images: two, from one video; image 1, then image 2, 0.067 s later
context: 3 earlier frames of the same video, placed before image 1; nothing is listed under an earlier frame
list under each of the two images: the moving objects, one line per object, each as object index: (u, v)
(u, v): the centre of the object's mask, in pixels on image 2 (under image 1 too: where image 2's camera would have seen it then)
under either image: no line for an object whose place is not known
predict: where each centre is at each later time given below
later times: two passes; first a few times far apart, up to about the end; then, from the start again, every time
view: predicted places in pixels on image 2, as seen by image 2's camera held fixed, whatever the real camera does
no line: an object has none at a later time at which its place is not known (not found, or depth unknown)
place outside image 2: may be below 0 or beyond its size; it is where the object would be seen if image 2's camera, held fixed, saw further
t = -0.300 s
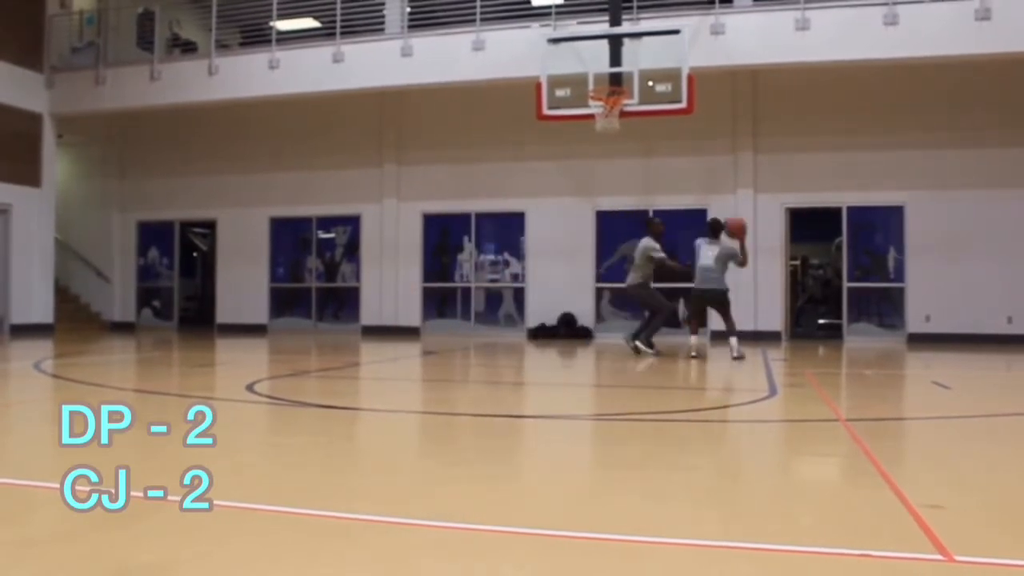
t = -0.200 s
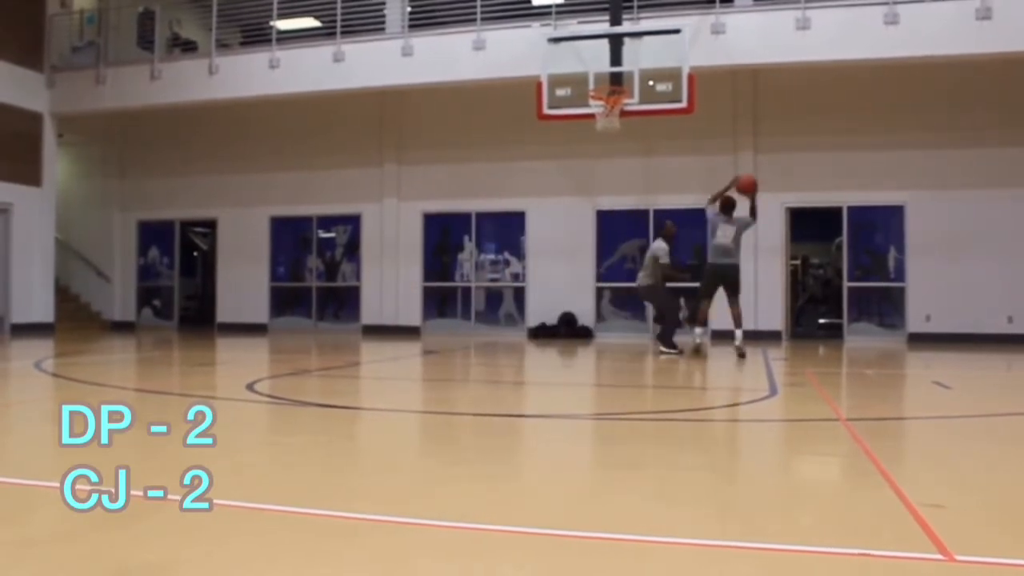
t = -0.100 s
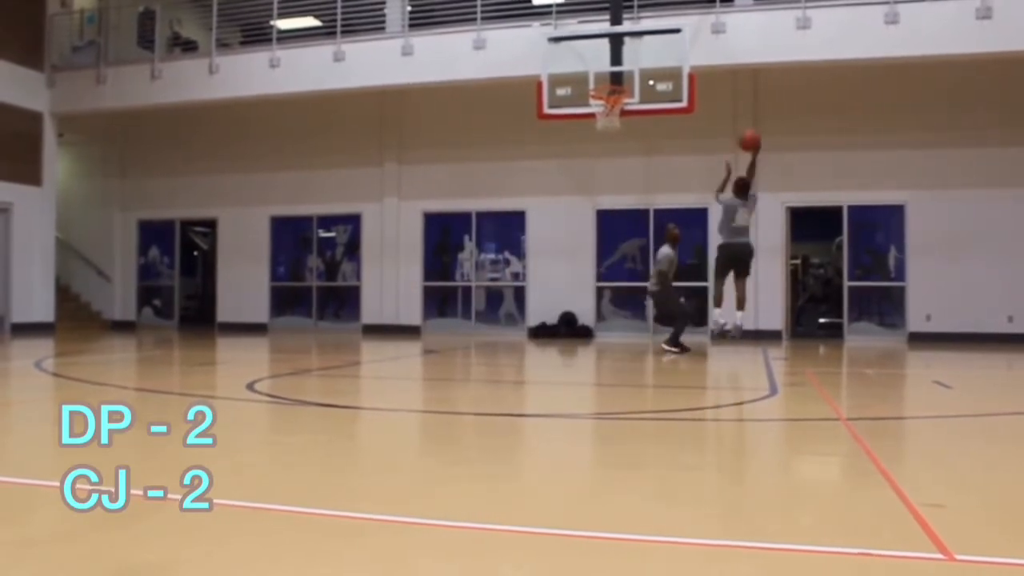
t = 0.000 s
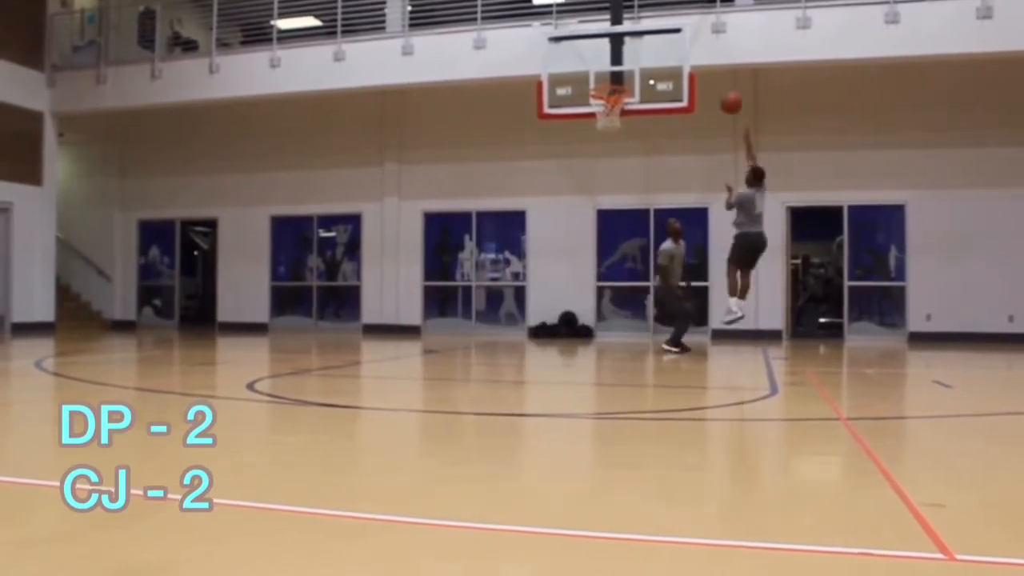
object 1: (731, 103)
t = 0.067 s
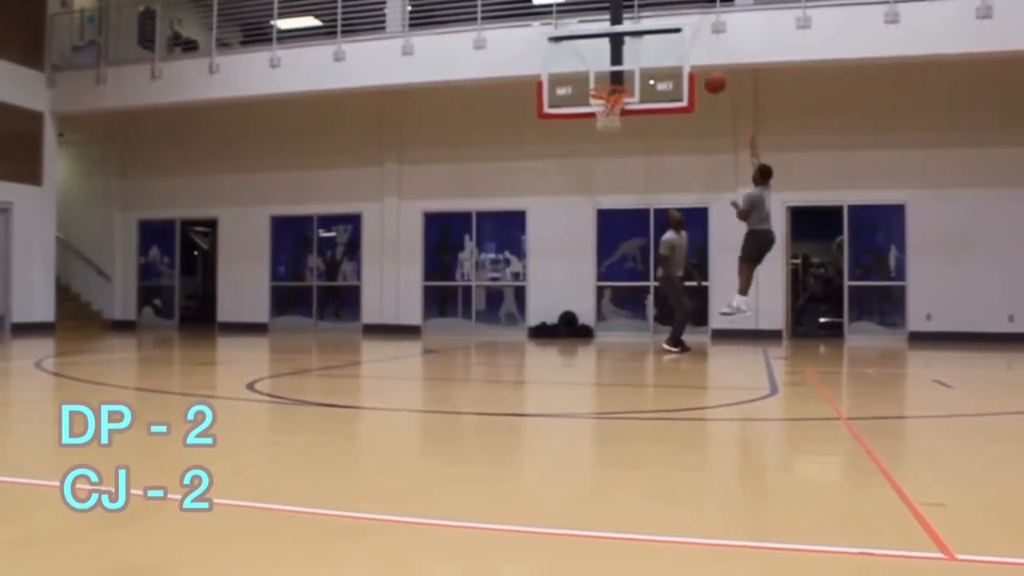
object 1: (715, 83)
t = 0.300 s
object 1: (663, 47)
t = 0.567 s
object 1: (623, 52)
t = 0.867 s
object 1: (615, 97)
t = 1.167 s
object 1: (618, 119)
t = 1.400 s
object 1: (606, 175)
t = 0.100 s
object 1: (707, 76)
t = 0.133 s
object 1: (700, 67)
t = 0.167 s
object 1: (692, 62)
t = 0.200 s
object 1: (685, 56)
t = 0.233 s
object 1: (678, 52)
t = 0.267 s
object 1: (670, 49)
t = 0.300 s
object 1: (663, 47)
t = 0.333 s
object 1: (656, 46)
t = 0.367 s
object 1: (650, 46)
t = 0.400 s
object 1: (643, 46)
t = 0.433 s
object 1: (637, 48)
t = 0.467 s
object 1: (632, 49)
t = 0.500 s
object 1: (629, 49)
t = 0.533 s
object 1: (626, 50)
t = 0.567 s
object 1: (623, 52)
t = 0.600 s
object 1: (620, 55)
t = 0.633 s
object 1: (616, 59)
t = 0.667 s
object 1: (613, 64)
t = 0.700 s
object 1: (609, 69)
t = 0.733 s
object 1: (605, 76)
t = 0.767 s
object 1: (602, 84)
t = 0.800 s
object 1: (605, 89)
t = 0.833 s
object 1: (608, 92)
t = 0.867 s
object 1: (615, 97)
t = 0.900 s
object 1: (619, 99)
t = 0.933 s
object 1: (621, 104)
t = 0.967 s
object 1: (623, 109)
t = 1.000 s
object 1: (623, 111)
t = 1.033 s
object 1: (621, 111)
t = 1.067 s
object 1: (621, 113)
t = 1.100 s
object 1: (621, 116)
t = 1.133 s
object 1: (620, 117)
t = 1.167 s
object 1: (618, 119)
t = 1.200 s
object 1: (616, 130)
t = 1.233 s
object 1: (614, 134)
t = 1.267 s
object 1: (613, 139)
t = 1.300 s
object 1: (611, 147)
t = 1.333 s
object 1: (610, 156)
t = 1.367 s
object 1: (608, 165)
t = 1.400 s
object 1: (606, 175)
